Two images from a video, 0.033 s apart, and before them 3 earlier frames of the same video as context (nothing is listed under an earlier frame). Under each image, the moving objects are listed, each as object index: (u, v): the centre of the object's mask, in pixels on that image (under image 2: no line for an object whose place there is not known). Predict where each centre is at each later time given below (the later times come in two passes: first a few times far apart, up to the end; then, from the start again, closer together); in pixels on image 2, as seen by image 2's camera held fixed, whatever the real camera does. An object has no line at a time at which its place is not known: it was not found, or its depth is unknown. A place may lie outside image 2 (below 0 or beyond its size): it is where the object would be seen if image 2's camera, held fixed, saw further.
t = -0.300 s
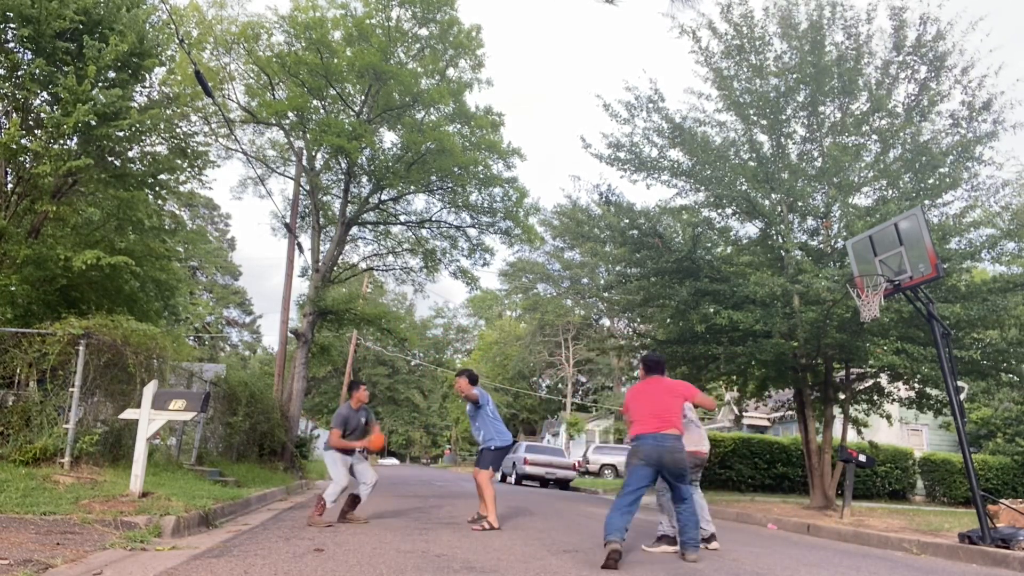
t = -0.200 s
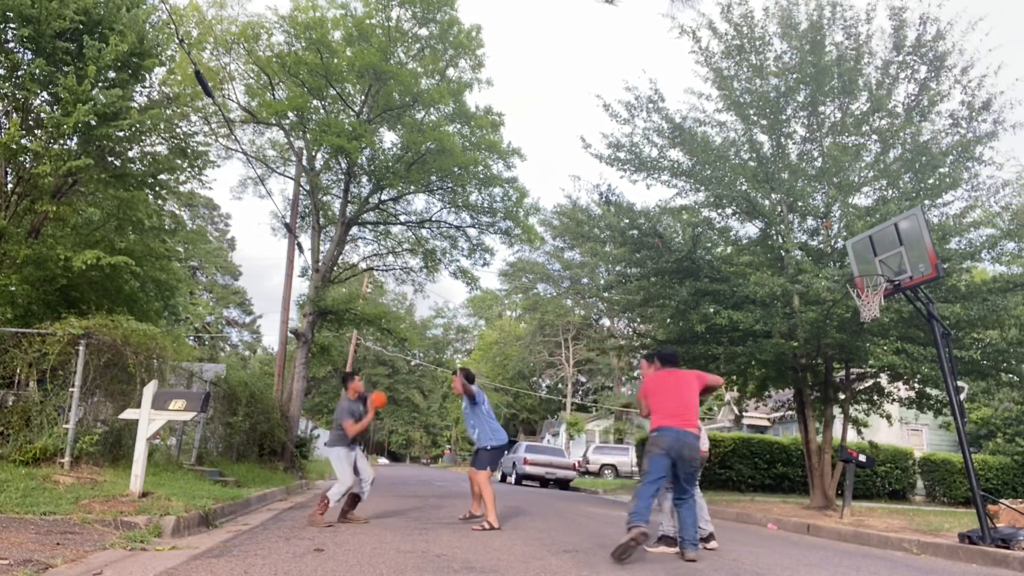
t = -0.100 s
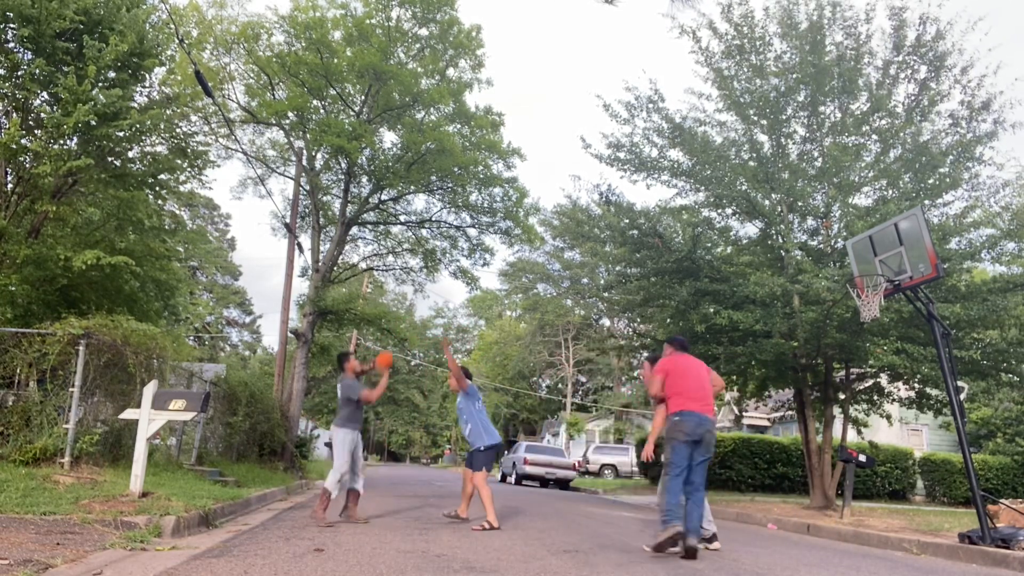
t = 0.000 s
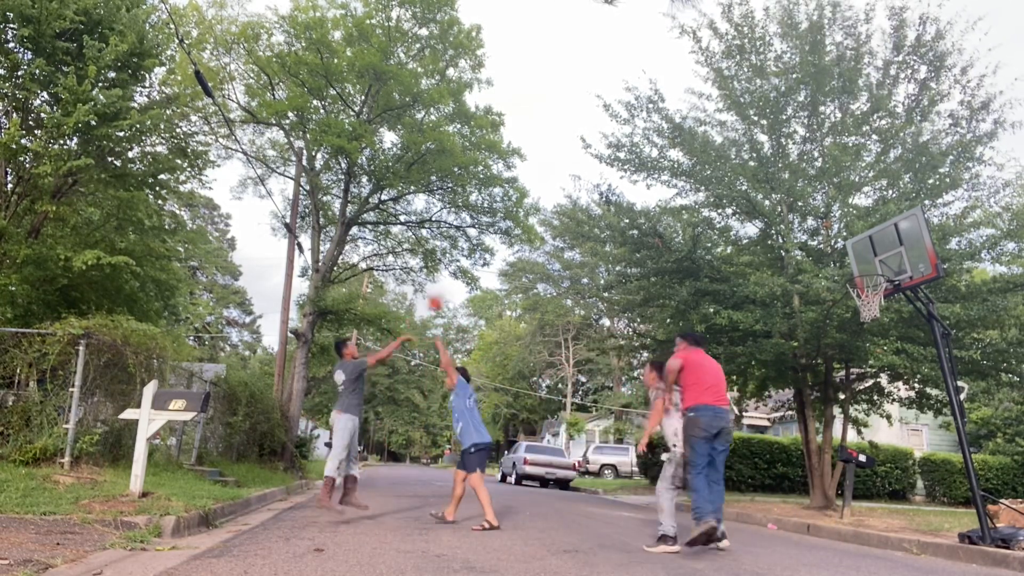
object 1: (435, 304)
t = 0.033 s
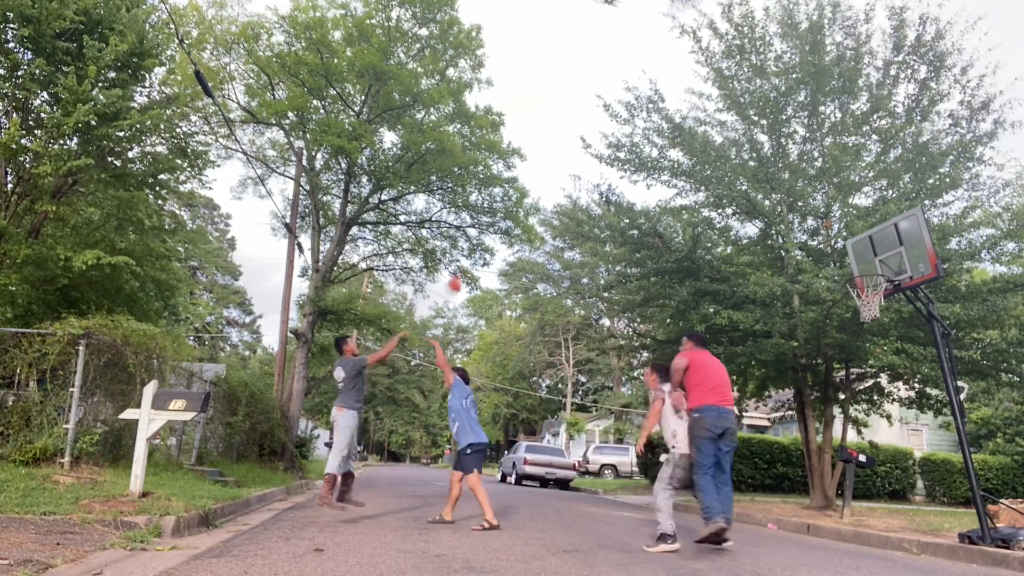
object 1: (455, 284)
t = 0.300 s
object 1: (593, 194)
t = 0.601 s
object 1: (726, 168)
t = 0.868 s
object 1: (835, 201)
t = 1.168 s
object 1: (804, 201)
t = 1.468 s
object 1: (708, 225)
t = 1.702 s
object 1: (631, 295)
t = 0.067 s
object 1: (472, 270)
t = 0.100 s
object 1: (492, 255)
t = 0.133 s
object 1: (510, 240)
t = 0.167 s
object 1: (528, 230)
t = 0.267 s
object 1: (578, 201)
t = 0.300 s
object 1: (593, 194)
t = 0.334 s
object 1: (609, 188)
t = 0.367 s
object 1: (625, 181)
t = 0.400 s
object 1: (640, 177)
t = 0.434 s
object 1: (655, 173)
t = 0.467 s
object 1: (671, 171)
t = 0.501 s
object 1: (683, 169)
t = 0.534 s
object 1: (699, 167)
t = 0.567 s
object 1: (713, 167)
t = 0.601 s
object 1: (726, 168)
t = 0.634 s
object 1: (741, 170)
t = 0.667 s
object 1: (754, 172)
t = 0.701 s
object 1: (768, 175)
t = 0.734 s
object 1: (780, 178)
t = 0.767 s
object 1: (794, 182)
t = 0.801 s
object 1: (809, 188)
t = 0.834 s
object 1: (822, 194)
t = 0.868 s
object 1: (835, 201)
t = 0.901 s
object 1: (849, 209)
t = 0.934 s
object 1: (862, 217)
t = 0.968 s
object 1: (869, 223)
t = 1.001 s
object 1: (860, 217)
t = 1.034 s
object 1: (848, 212)
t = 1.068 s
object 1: (837, 208)
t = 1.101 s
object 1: (827, 205)
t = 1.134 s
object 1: (816, 203)
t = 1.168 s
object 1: (804, 201)
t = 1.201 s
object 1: (794, 200)
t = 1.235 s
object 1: (784, 201)
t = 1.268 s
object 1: (773, 202)
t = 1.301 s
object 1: (763, 203)
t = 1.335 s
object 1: (752, 206)
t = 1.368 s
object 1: (742, 209)
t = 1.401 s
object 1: (730, 213)
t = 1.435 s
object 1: (719, 220)
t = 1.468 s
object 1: (708, 225)
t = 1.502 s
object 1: (697, 232)
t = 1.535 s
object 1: (687, 240)
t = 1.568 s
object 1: (675, 250)
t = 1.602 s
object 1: (664, 259)
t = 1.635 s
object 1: (654, 270)
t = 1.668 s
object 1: (642, 282)
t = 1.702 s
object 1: (631, 295)
